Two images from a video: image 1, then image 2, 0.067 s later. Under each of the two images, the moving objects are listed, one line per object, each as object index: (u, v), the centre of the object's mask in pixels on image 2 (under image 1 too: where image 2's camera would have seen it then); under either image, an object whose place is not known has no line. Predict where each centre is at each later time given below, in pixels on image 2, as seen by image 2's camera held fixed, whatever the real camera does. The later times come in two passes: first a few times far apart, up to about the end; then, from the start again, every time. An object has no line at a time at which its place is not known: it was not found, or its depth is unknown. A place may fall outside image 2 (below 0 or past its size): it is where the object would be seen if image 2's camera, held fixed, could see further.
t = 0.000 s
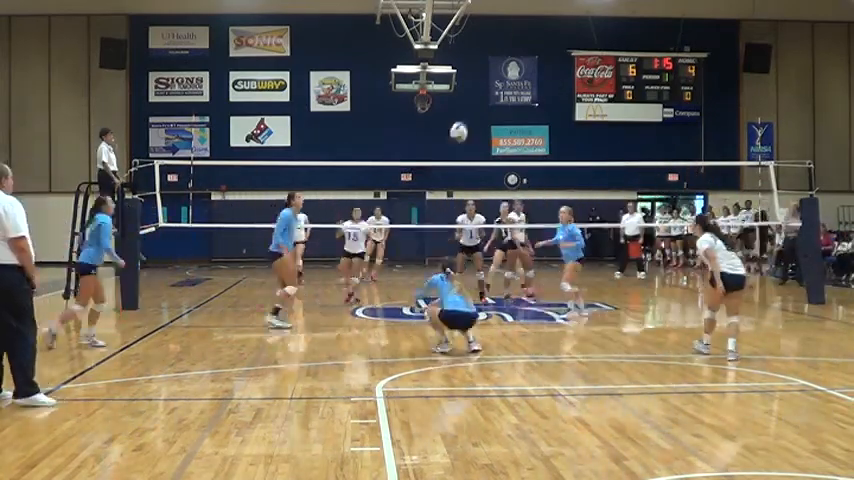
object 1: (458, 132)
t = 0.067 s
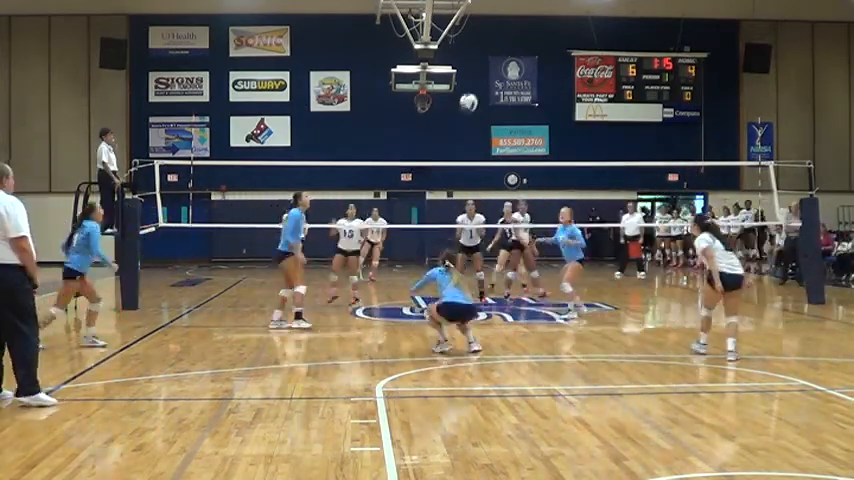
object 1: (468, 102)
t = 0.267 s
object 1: (495, 42)
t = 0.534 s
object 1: (528, 15)
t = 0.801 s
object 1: (558, 39)
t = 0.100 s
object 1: (472, 90)
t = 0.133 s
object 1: (477, 78)
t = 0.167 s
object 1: (482, 68)
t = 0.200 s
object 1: (486, 58)
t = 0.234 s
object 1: (490, 50)
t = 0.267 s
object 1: (495, 42)
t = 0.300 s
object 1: (499, 36)
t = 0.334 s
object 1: (503, 30)
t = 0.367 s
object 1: (507, 26)
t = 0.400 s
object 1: (511, 22)
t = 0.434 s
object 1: (515, 20)
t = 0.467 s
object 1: (519, 18)
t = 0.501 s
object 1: (524, 16)
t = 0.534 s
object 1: (528, 15)
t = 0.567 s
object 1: (531, 16)
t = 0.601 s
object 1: (535, 17)
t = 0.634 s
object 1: (540, 18)
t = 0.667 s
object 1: (543, 21)
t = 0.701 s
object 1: (547, 25)
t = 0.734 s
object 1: (550, 29)
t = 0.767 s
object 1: (554, 33)
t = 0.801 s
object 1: (558, 39)
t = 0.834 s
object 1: (561, 44)
